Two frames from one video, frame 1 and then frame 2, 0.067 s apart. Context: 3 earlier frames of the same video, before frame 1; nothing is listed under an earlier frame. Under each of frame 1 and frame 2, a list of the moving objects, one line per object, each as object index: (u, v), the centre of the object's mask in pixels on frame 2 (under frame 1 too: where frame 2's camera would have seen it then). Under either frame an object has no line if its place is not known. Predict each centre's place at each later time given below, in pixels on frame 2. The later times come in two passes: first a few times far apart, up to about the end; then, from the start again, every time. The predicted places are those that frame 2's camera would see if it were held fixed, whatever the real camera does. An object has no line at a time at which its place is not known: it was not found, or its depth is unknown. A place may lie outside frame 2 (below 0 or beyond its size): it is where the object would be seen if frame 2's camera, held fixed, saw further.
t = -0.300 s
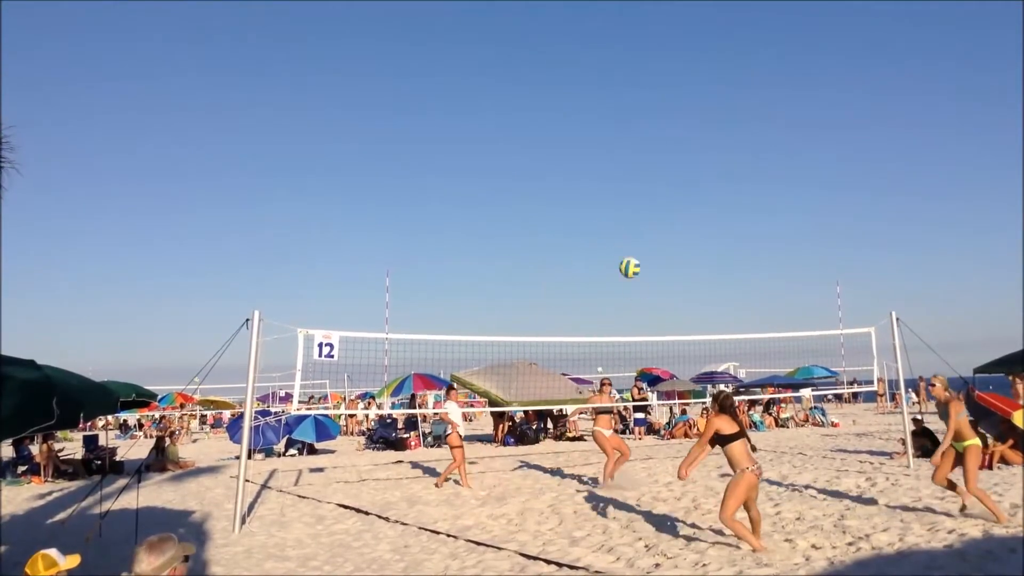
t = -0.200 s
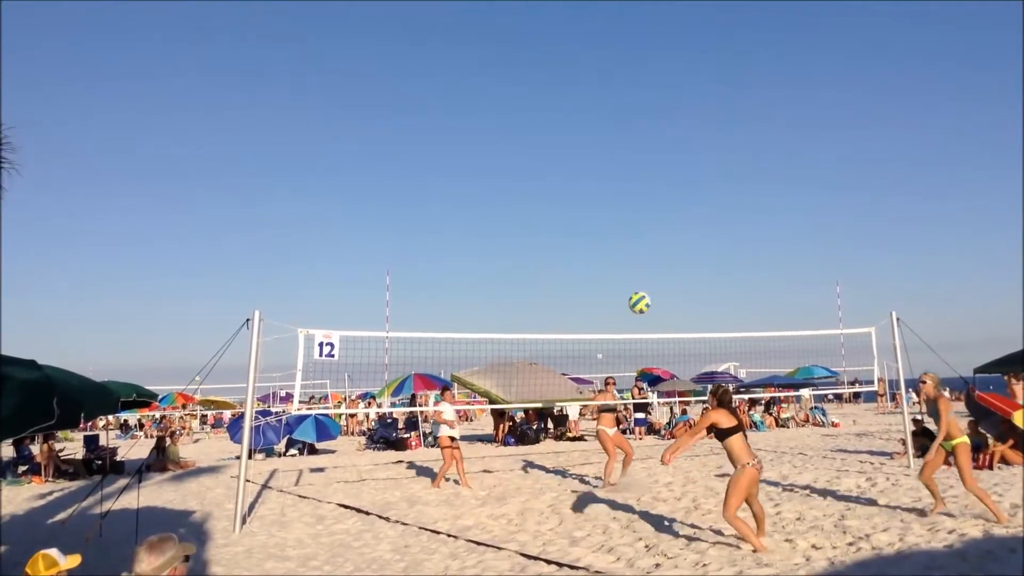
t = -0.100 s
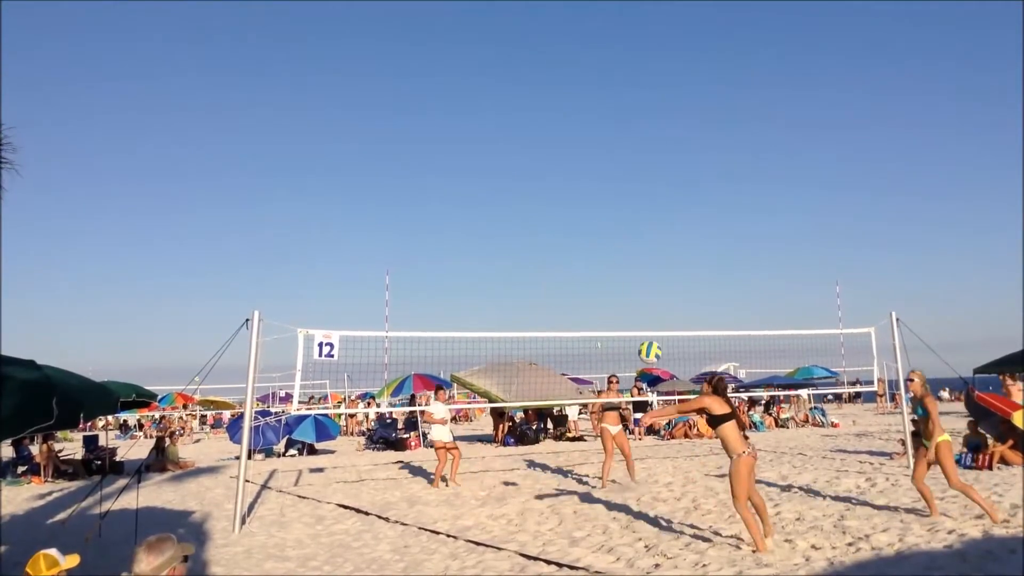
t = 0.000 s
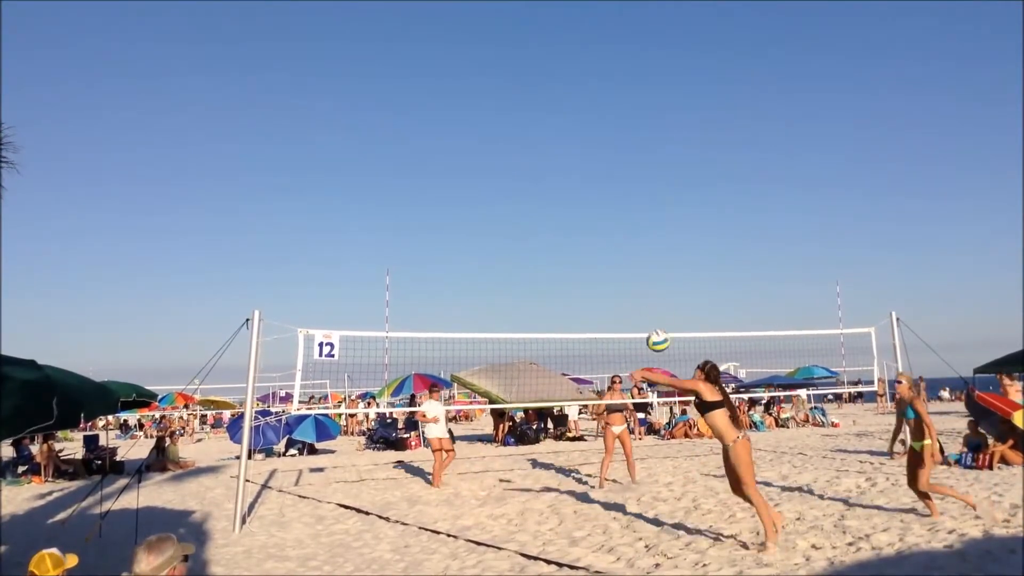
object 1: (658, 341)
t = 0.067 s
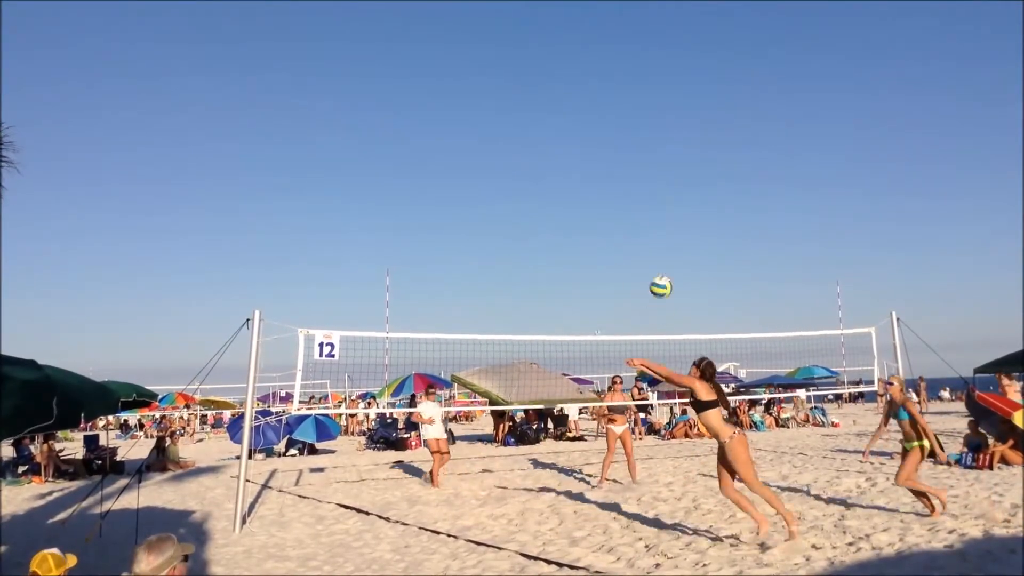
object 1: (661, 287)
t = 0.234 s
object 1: (665, 178)
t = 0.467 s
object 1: (671, 81)
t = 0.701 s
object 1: (675, 43)
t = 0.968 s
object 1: (679, 59)
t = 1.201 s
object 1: (679, 123)
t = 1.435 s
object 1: (680, 226)
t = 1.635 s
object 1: (681, 343)
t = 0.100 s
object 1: (662, 262)
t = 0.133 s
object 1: (663, 239)
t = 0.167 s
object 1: (663, 217)
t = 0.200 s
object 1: (664, 197)
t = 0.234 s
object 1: (665, 178)
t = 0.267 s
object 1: (666, 160)
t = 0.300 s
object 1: (667, 144)
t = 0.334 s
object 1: (667, 128)
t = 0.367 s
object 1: (668, 115)
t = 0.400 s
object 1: (669, 102)
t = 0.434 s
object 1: (670, 91)
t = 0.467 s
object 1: (671, 81)
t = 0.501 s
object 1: (672, 72)
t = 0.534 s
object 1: (672, 64)
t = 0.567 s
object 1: (673, 58)
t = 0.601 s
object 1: (674, 53)
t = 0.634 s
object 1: (674, 48)
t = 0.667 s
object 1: (674, 45)
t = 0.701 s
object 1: (675, 43)
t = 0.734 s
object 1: (675, 42)
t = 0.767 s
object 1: (675, 41)
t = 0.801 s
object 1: (676, 42)
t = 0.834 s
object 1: (677, 43)
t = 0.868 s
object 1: (677, 46)
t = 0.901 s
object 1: (678, 49)
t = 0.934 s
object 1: (678, 54)
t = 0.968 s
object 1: (679, 59)
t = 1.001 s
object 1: (679, 65)
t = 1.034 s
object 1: (679, 73)
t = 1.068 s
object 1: (679, 81)
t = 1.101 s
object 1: (680, 90)
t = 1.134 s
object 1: (680, 100)
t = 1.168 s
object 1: (680, 111)
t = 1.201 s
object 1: (679, 123)
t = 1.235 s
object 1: (679, 135)
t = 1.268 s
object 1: (679, 148)
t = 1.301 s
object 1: (679, 162)
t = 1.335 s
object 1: (679, 177)
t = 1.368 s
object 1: (679, 193)
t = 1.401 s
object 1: (679, 209)
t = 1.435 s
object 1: (680, 226)
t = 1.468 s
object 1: (680, 243)
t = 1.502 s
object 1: (680, 262)
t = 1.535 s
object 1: (680, 281)
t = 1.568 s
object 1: (680, 302)
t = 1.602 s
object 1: (680, 322)
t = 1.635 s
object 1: (681, 343)
